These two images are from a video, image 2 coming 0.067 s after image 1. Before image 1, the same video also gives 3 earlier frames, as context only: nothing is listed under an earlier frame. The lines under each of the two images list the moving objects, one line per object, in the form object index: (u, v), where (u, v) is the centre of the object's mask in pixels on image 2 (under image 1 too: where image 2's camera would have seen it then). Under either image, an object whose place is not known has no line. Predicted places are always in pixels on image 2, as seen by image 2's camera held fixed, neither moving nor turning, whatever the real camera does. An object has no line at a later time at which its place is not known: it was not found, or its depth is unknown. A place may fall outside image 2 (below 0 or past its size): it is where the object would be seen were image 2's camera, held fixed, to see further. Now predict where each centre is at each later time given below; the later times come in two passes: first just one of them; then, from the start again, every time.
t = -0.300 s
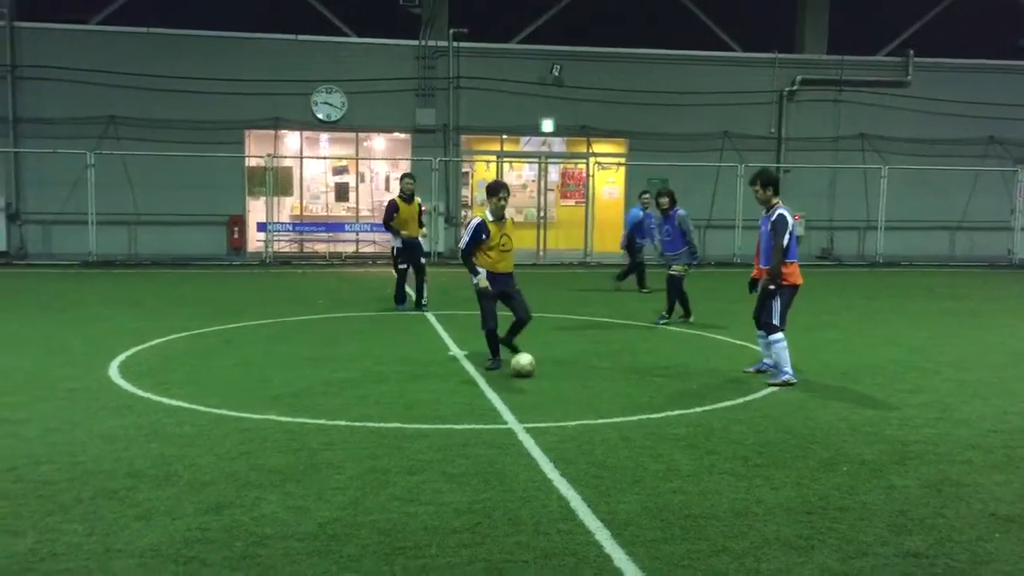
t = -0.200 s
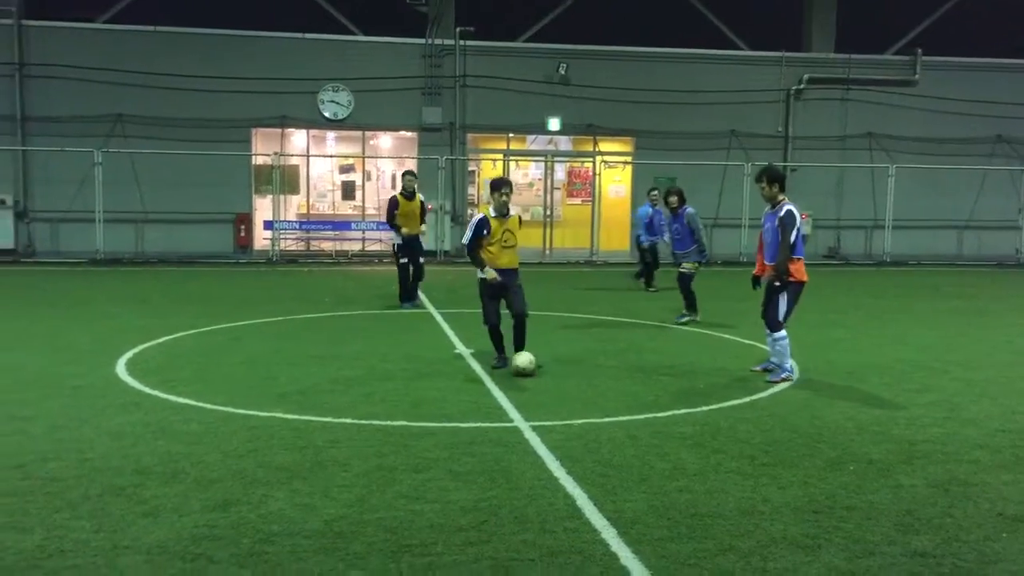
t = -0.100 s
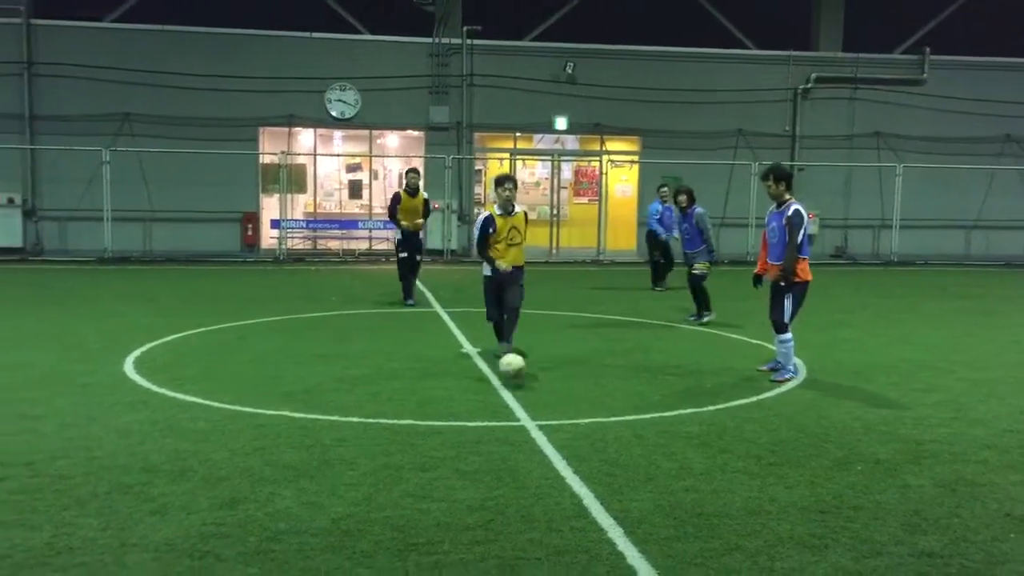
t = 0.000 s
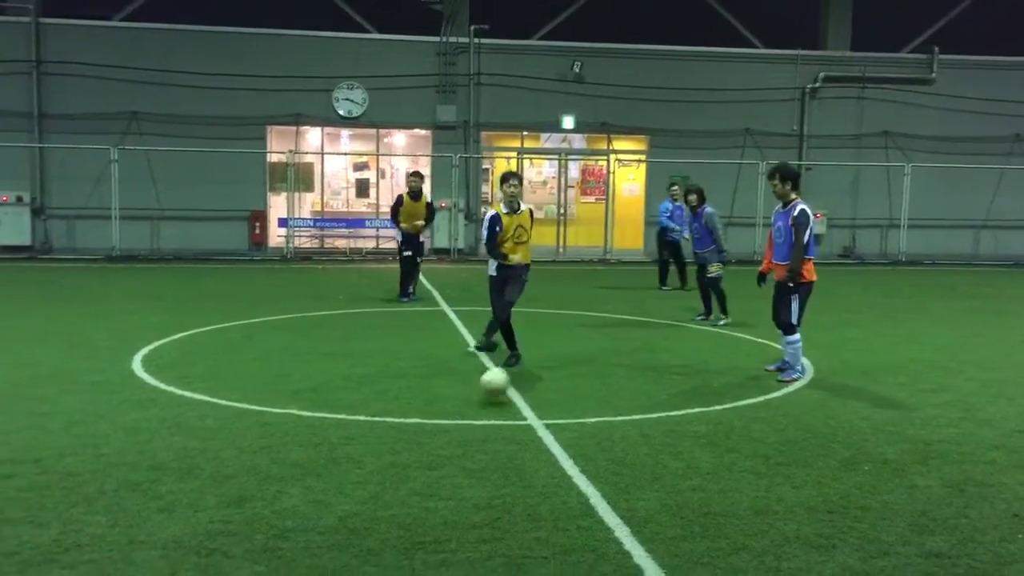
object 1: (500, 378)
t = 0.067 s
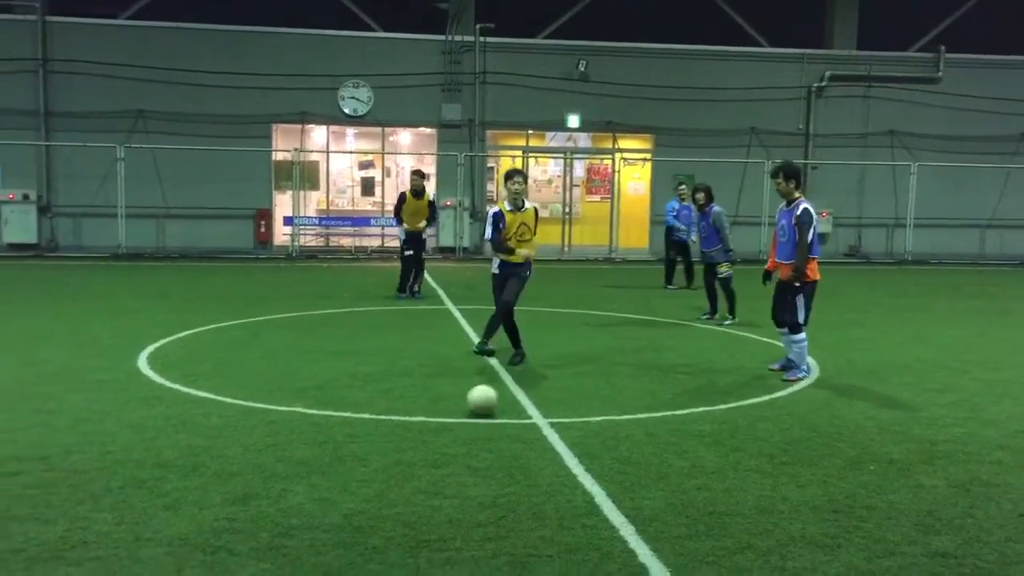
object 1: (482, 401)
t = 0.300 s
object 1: (417, 439)
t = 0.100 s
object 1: (473, 403)
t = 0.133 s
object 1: (465, 406)
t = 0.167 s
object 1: (455, 414)
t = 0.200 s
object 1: (445, 422)
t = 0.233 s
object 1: (436, 430)
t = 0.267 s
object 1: (426, 434)
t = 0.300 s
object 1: (417, 439)
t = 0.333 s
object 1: (406, 447)
